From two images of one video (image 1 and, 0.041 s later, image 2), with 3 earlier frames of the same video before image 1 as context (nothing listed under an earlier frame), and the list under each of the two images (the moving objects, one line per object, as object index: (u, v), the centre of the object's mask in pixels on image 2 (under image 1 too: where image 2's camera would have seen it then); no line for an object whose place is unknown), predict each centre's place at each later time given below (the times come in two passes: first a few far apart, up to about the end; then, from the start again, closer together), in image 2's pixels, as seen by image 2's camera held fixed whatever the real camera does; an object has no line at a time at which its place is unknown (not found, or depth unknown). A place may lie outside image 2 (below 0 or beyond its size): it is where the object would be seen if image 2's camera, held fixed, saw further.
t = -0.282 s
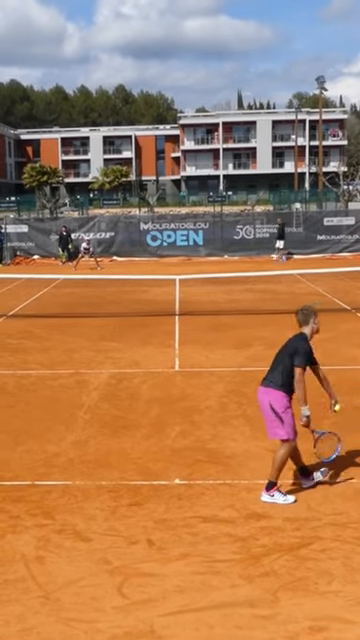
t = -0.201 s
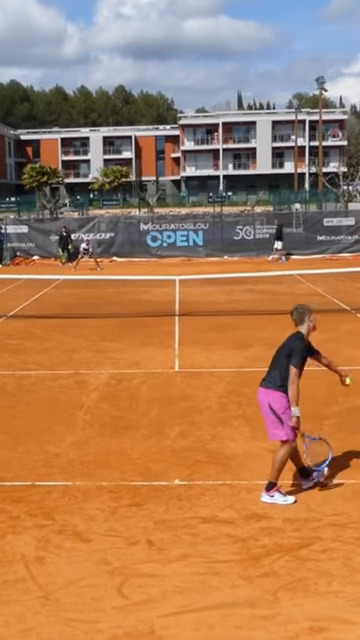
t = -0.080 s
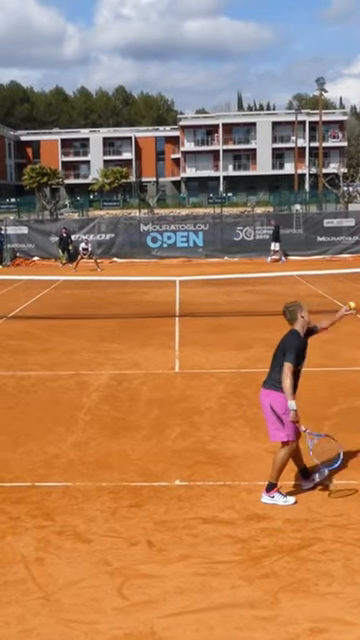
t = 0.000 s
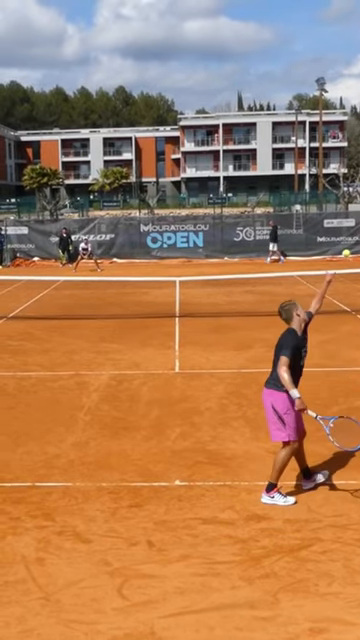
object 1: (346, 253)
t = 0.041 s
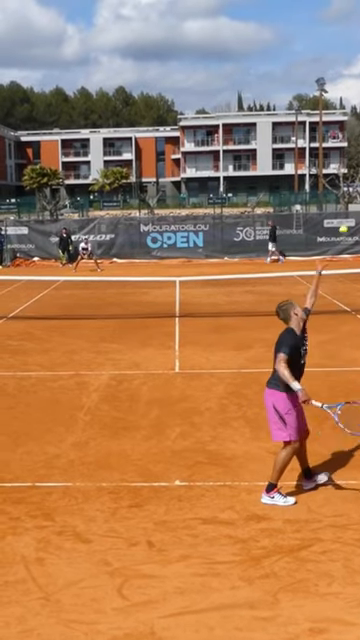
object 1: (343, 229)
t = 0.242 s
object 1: (329, 135)
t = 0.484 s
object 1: (311, 79)
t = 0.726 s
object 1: (292, 87)
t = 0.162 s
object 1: (335, 167)
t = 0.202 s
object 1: (331, 150)
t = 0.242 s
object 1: (329, 135)
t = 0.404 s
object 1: (316, 91)
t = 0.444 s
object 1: (314, 84)
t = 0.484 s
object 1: (311, 79)
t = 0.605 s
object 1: (301, 75)
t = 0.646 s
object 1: (298, 77)
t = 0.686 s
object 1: (295, 81)
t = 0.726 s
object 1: (292, 87)
